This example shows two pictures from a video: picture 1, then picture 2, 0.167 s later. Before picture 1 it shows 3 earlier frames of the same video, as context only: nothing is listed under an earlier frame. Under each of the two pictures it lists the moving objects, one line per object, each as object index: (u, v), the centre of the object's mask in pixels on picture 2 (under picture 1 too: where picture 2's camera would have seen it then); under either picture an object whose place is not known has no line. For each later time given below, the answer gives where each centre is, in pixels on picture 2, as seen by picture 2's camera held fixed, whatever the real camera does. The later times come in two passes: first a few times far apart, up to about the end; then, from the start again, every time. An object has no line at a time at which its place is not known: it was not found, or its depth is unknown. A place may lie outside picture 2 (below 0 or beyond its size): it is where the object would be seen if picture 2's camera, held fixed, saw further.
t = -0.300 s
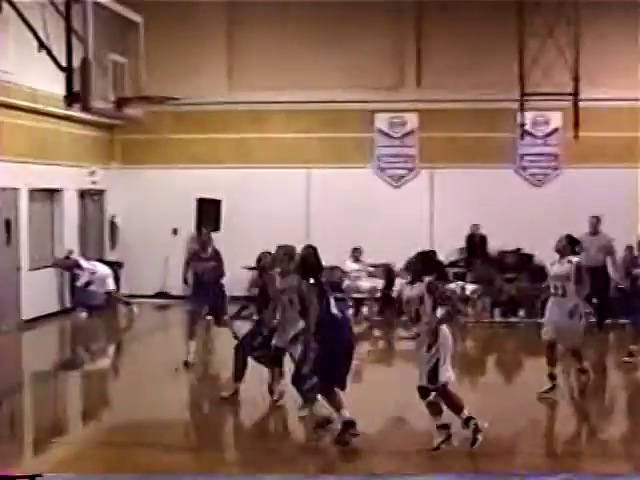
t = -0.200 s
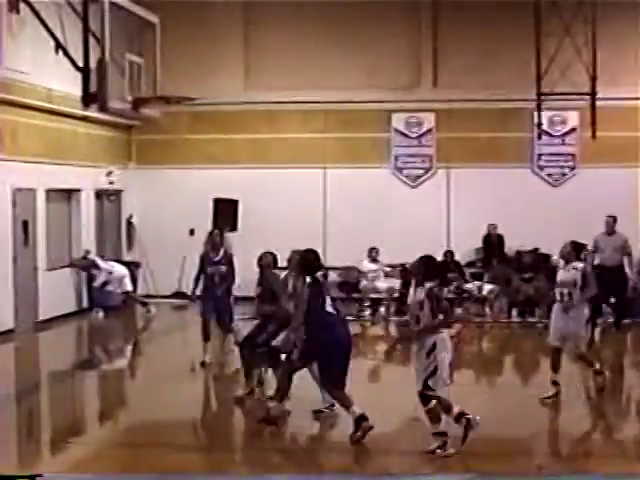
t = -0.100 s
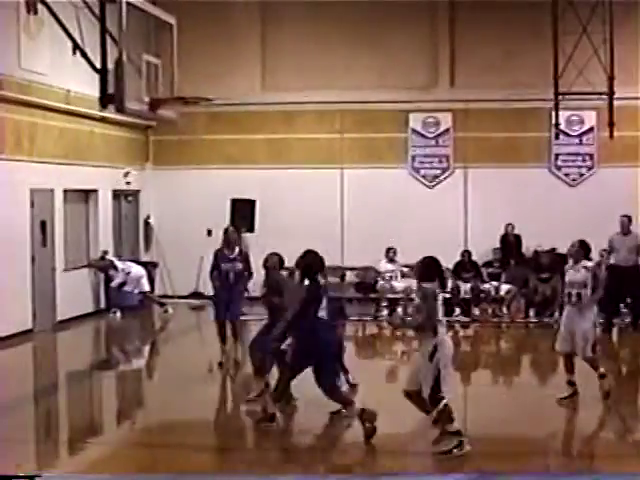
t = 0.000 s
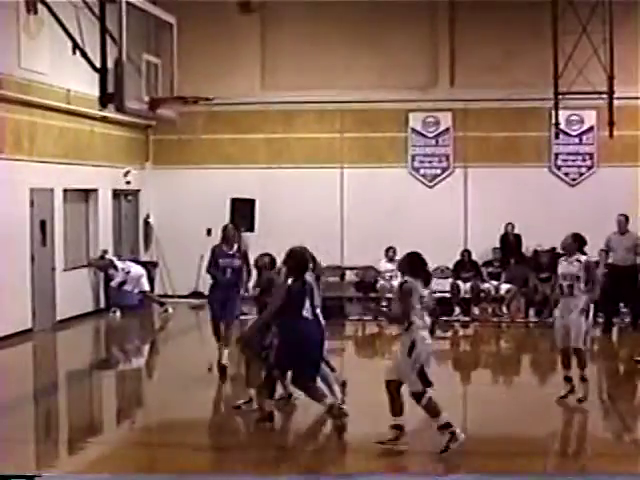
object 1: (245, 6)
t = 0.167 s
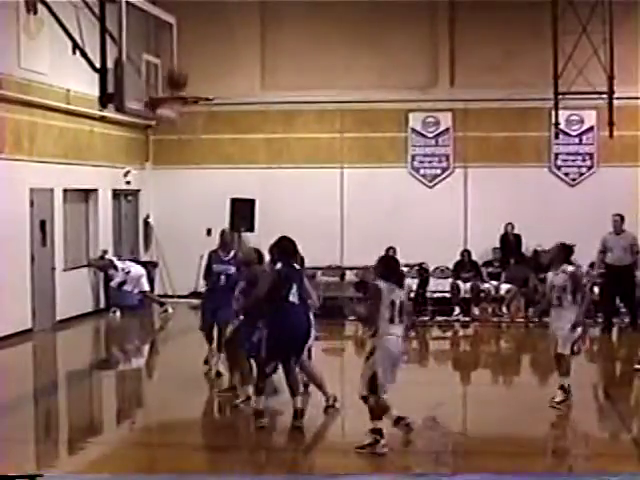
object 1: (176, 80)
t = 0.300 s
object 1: (163, 47)
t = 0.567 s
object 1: (203, 9)
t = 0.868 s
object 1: (246, 50)
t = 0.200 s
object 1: (168, 81)
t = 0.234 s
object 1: (165, 69)
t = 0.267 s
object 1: (160, 57)
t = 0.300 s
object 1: (163, 47)
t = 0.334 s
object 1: (169, 36)
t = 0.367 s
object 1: (176, 27)
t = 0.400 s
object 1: (180, 21)
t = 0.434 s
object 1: (184, 16)
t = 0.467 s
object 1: (189, 12)
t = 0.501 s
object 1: (194, 10)
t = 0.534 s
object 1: (199, 9)
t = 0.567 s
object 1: (203, 9)
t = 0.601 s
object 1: (208, 9)
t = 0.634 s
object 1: (213, 9)
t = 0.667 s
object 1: (216, 13)
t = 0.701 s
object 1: (221, 16)
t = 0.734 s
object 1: (226, 21)
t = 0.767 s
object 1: (231, 27)
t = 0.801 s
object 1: (236, 33)
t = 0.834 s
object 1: (241, 41)
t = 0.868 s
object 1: (246, 50)
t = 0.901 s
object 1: (251, 58)
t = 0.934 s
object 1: (255, 68)
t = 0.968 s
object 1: (260, 80)
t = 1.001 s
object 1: (265, 92)
